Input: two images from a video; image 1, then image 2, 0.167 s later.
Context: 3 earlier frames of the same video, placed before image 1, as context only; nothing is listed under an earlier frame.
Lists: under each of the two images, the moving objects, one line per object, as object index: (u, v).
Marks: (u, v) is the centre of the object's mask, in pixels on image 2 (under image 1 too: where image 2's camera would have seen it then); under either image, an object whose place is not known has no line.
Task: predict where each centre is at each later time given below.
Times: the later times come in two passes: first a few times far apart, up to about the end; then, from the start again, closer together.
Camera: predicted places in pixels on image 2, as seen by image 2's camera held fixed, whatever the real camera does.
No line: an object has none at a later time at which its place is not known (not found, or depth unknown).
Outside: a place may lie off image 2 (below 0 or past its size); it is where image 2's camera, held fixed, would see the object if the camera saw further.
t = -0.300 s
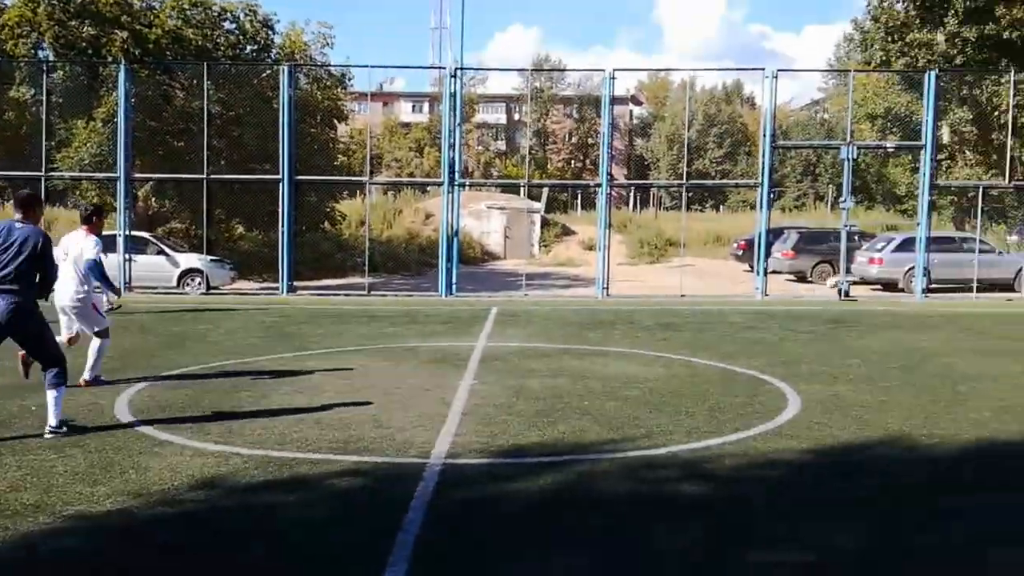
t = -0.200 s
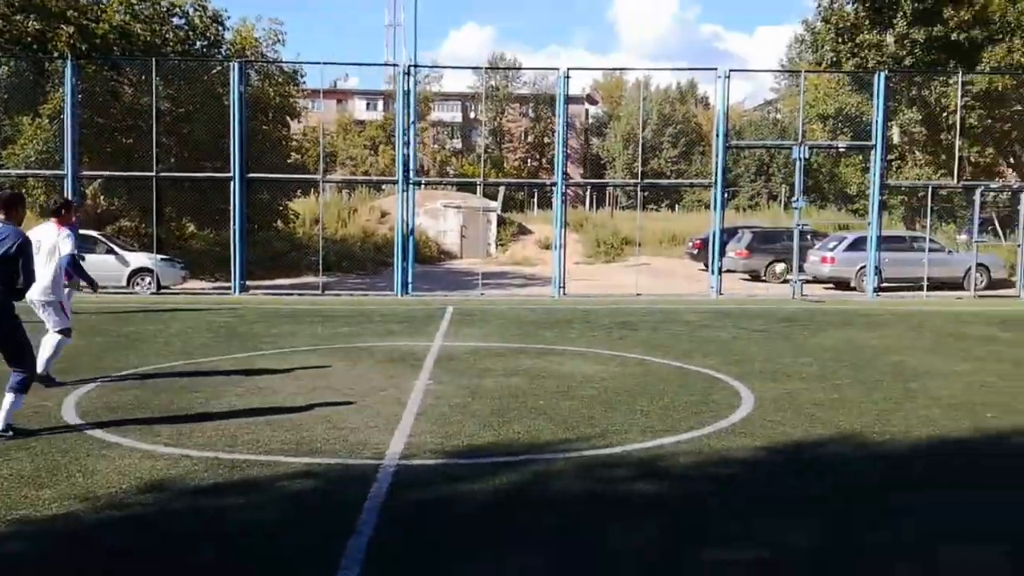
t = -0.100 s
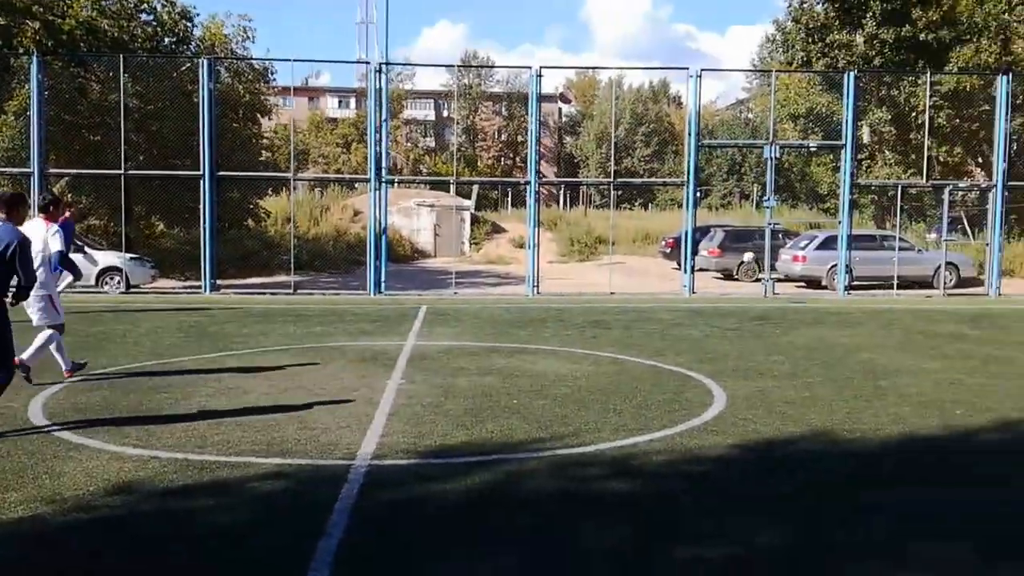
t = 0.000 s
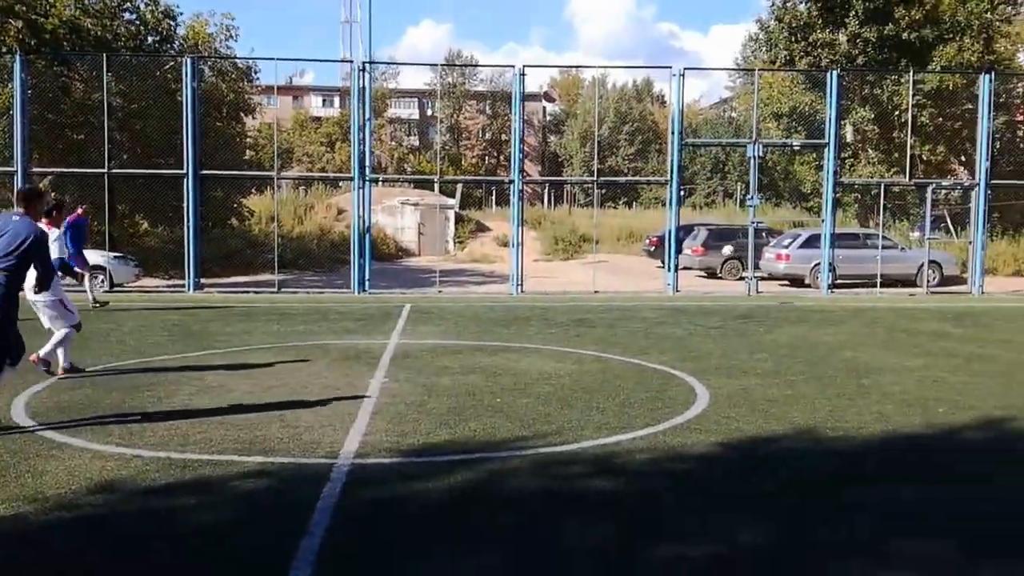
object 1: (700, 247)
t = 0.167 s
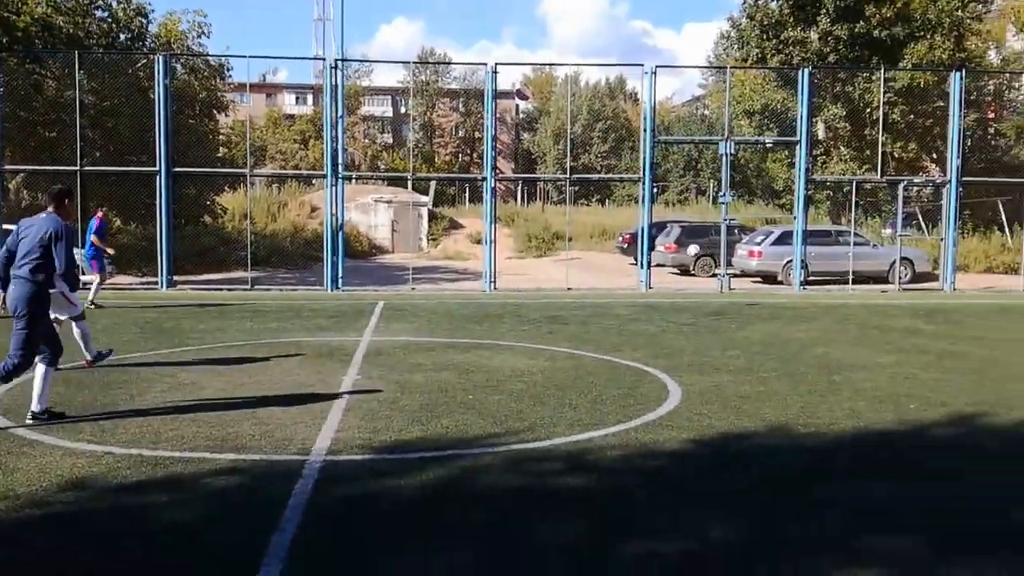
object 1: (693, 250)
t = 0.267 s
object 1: (688, 259)
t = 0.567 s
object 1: (675, 311)
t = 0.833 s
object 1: (689, 289)
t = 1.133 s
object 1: (700, 323)
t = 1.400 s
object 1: (716, 312)
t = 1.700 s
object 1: (737, 326)
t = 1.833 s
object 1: (745, 334)
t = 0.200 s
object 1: (691, 252)
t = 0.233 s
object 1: (689, 256)
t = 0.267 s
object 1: (688, 259)
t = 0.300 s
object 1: (686, 265)
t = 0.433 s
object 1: (680, 289)
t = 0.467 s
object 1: (678, 298)
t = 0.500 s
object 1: (676, 307)
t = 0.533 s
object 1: (674, 316)
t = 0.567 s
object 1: (675, 311)
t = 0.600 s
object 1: (677, 306)
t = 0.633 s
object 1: (679, 302)
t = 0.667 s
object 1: (680, 298)
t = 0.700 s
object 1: (683, 295)
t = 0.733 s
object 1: (684, 293)
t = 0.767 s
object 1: (686, 291)
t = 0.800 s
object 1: (687, 290)
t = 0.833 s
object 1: (689, 289)
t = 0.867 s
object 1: (690, 290)
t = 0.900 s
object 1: (692, 291)
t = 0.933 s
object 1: (693, 293)
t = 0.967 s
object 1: (694, 296)
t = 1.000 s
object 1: (695, 300)
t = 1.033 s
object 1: (697, 304)
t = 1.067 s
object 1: (698, 310)
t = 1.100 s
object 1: (699, 316)
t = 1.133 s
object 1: (700, 323)
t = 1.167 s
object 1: (701, 325)
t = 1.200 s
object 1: (704, 321)
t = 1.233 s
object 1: (706, 318)
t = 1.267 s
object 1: (708, 315)
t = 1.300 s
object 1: (712, 312)
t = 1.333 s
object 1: (712, 312)
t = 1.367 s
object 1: (716, 312)
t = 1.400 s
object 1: (716, 312)
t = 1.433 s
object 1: (718, 314)
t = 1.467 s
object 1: (722, 319)
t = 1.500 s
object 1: (722, 319)
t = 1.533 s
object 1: (724, 323)
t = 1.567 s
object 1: (727, 333)
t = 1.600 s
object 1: (730, 330)
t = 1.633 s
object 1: (732, 328)
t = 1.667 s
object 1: (734, 327)
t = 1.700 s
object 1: (737, 326)
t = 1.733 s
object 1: (739, 327)
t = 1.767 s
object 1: (741, 328)
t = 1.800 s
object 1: (743, 331)
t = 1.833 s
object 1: (745, 334)
